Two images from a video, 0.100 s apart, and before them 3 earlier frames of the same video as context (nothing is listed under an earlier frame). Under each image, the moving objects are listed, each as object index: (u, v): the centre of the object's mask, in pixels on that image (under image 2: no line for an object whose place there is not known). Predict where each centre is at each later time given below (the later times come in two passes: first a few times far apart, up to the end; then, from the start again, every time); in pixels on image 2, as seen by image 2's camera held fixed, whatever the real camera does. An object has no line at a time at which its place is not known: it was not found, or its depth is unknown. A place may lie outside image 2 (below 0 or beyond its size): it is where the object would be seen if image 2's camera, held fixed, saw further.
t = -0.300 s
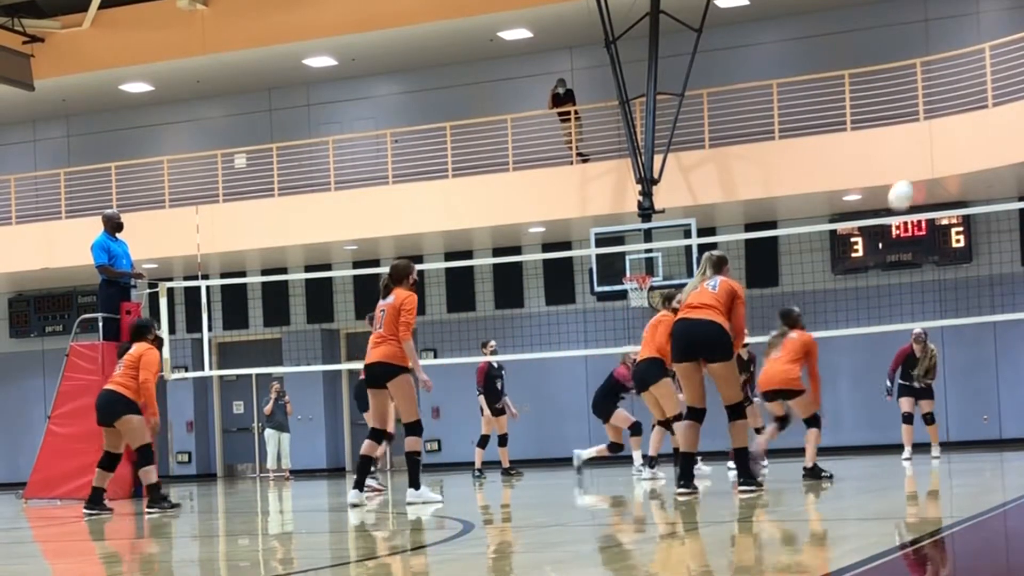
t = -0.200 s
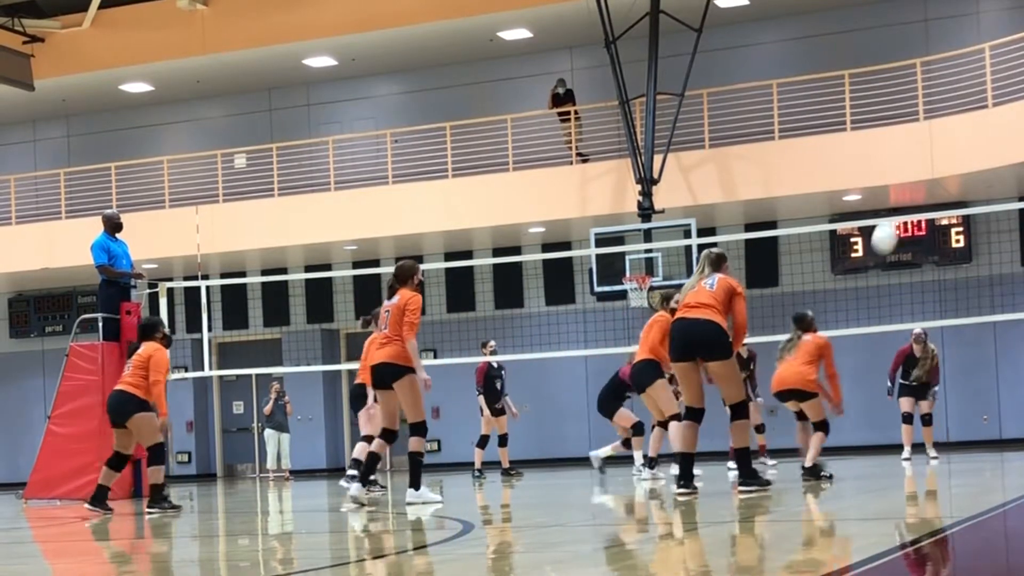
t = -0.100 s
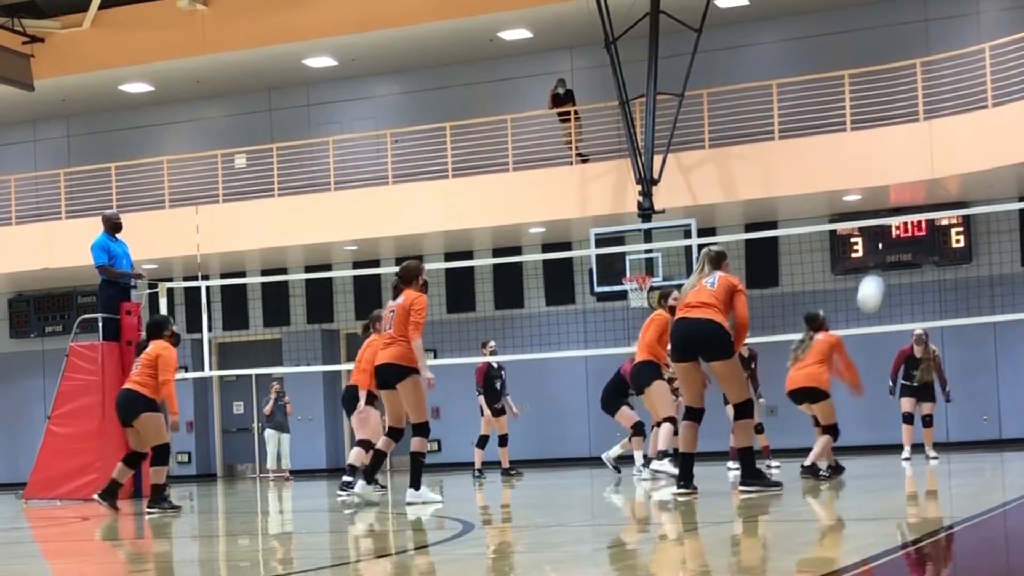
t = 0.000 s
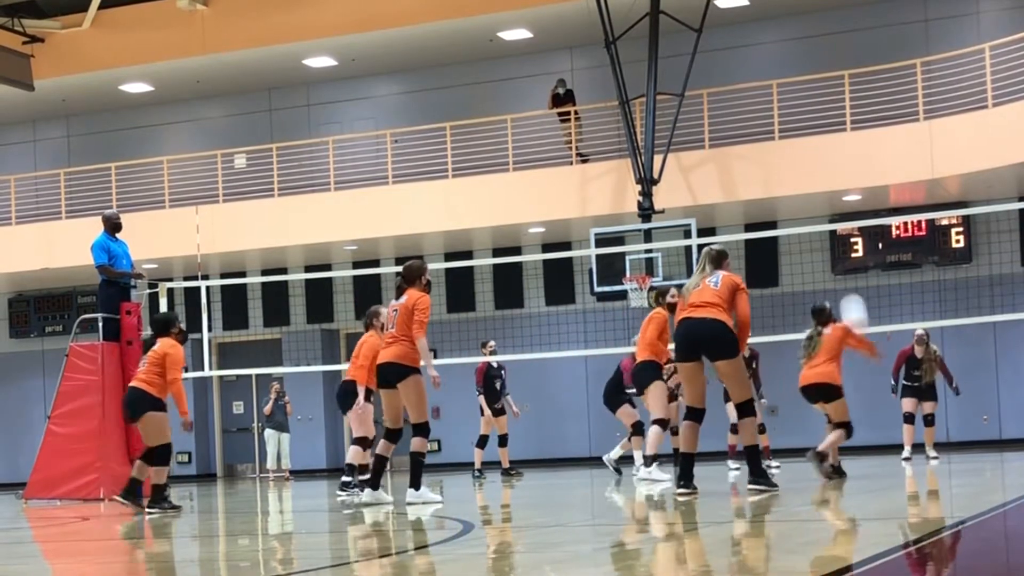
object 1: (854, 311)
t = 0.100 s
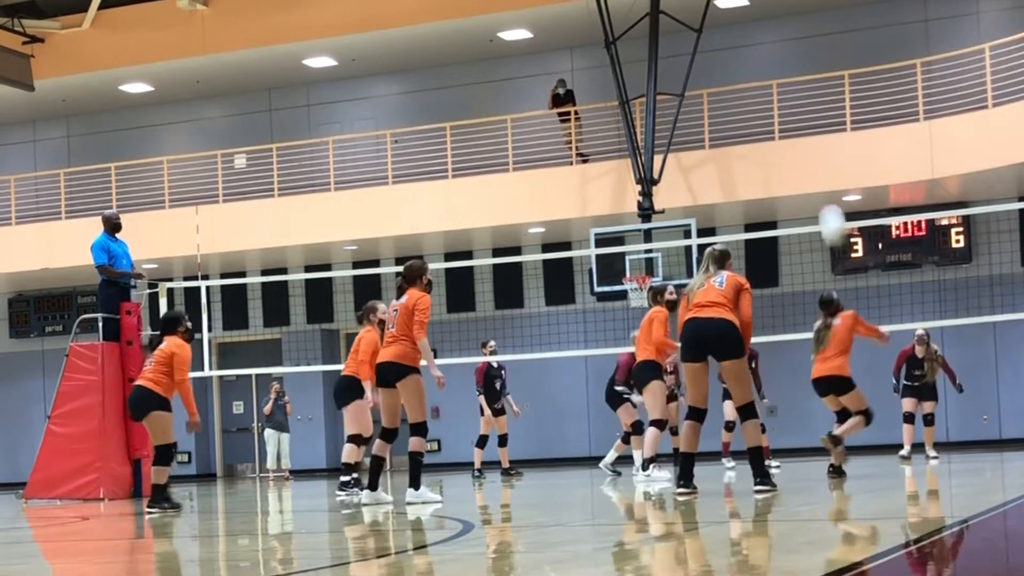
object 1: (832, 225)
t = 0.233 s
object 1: (806, 124)
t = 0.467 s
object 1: (763, 14)
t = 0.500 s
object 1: (758, 8)
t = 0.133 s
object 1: (826, 198)
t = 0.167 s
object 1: (819, 168)
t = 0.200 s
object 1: (812, 144)
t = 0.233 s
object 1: (806, 124)
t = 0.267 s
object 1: (800, 105)
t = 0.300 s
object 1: (793, 86)
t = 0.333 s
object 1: (787, 68)
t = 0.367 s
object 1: (781, 52)
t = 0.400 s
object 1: (775, 38)
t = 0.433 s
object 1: (769, 24)
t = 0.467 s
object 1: (763, 14)
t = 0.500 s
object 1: (758, 8)
